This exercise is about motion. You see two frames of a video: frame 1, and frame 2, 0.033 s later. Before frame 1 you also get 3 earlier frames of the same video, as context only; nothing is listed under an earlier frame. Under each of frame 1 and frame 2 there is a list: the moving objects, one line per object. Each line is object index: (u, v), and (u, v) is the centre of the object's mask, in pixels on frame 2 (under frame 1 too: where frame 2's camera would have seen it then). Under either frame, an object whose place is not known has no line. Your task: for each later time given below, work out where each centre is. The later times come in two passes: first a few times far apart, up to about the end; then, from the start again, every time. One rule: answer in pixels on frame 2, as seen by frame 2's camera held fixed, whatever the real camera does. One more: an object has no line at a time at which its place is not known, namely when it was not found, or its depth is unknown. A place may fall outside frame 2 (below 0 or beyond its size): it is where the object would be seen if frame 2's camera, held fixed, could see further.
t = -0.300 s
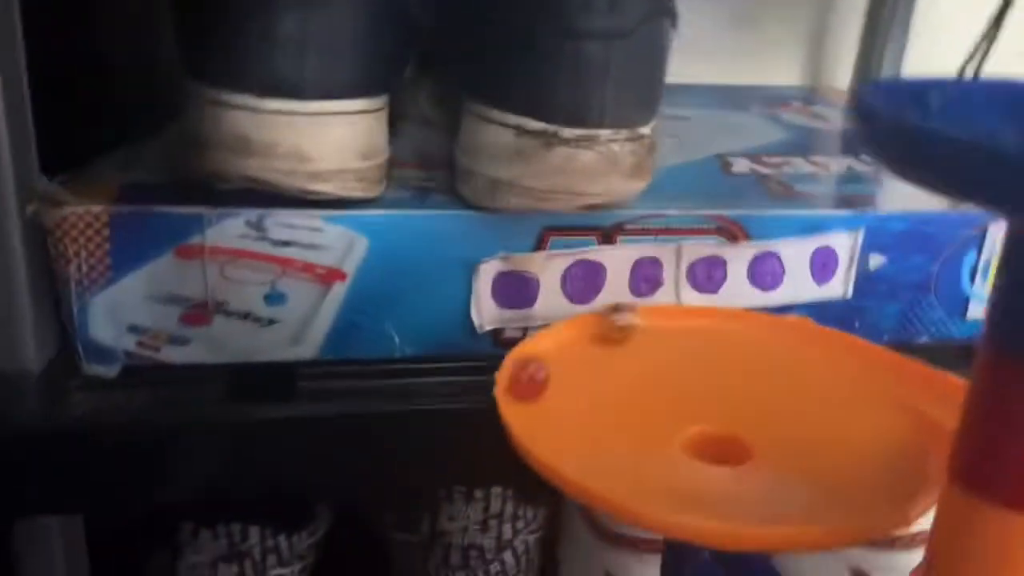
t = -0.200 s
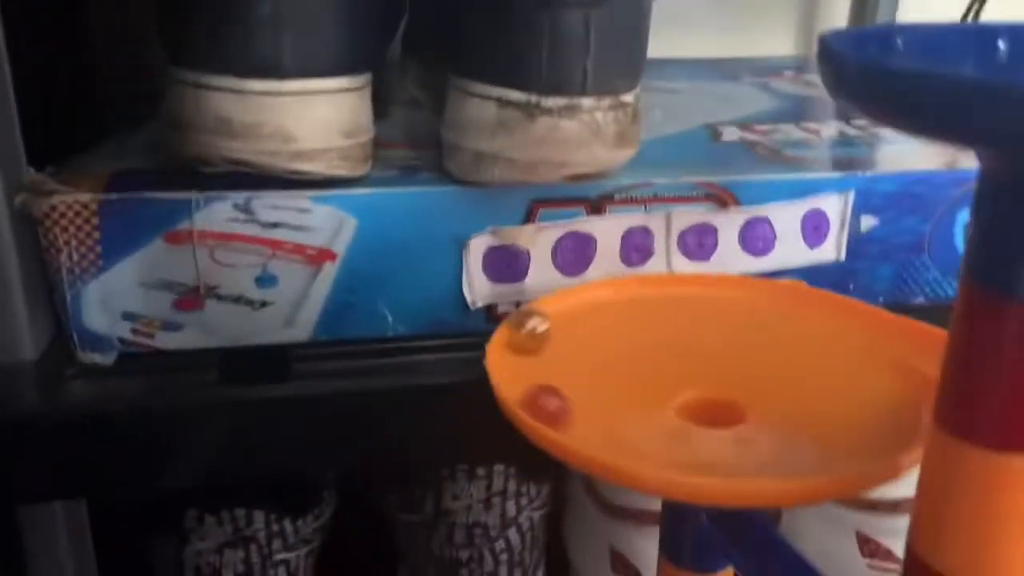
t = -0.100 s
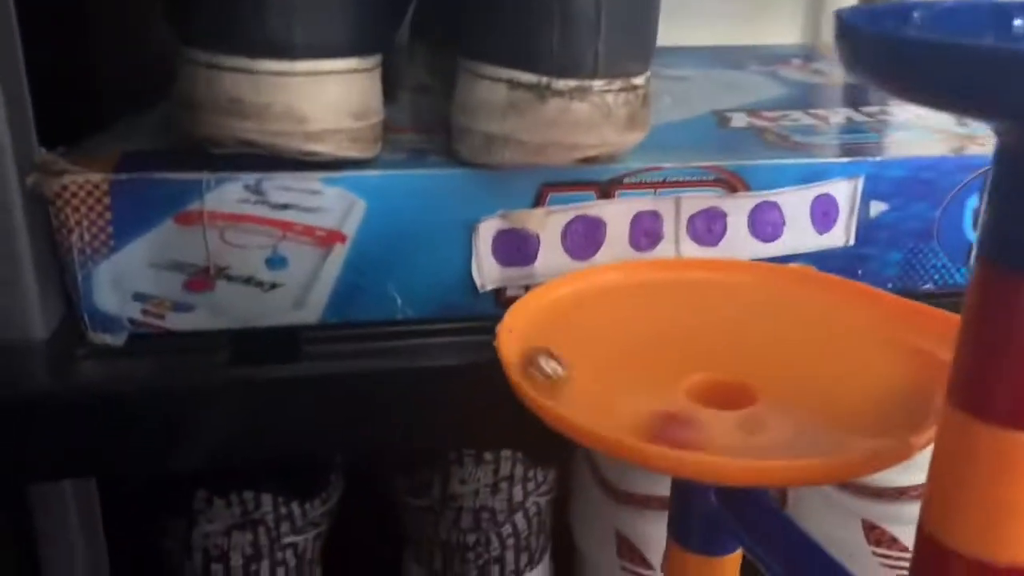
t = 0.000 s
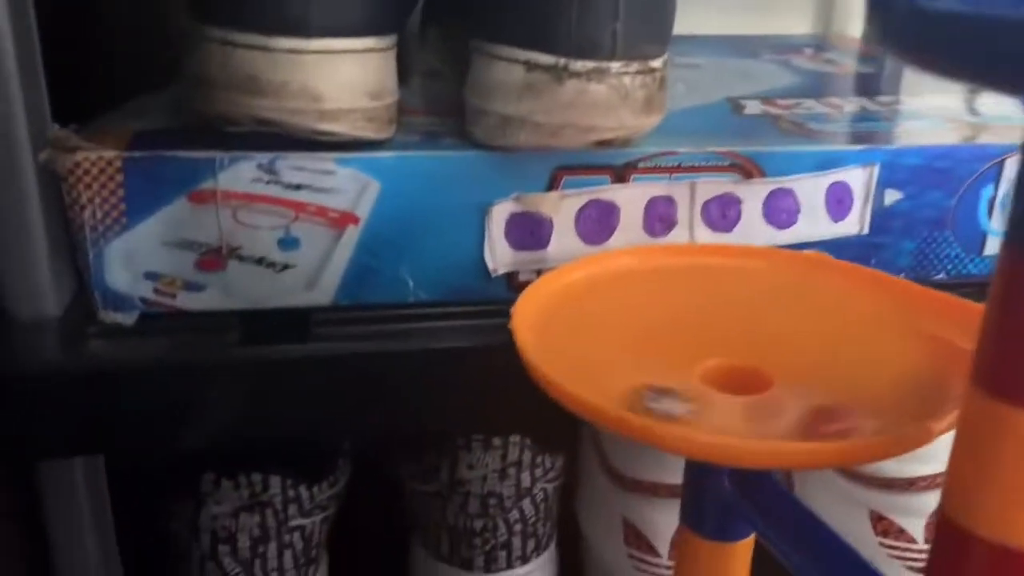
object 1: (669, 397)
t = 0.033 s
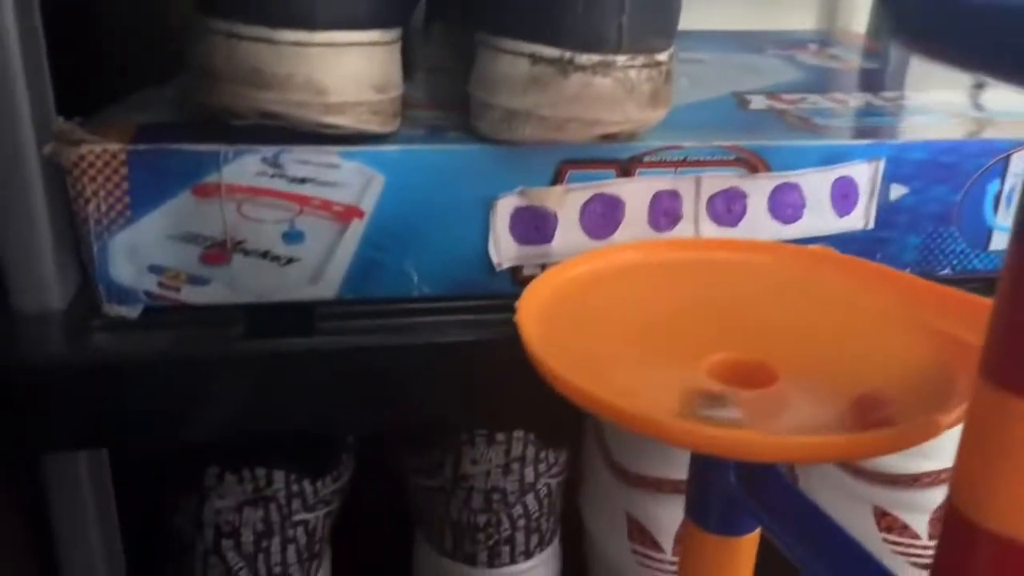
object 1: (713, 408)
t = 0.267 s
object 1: (947, 372)
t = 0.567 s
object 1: (769, 263)
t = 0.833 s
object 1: (571, 279)
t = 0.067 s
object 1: (766, 415)
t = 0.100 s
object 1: (817, 415)
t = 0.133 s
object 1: (858, 412)
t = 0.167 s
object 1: (892, 405)
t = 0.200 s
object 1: (923, 393)
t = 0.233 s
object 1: (940, 384)
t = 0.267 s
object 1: (947, 372)
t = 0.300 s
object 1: (944, 358)
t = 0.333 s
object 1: (937, 343)
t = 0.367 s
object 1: (921, 326)
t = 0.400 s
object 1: (900, 314)
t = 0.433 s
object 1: (878, 302)
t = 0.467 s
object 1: (856, 289)
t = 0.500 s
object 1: (827, 279)
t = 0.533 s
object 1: (796, 271)
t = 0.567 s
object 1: (769, 263)
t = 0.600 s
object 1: (736, 256)
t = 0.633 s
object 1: (708, 253)
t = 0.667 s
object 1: (684, 254)
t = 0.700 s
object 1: (658, 257)
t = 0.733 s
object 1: (632, 261)
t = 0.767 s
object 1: (608, 267)
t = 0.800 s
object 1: (588, 273)
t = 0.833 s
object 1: (571, 279)
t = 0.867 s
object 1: (557, 293)
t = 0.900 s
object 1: (551, 306)
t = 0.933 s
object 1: (547, 319)
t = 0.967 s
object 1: (553, 333)
